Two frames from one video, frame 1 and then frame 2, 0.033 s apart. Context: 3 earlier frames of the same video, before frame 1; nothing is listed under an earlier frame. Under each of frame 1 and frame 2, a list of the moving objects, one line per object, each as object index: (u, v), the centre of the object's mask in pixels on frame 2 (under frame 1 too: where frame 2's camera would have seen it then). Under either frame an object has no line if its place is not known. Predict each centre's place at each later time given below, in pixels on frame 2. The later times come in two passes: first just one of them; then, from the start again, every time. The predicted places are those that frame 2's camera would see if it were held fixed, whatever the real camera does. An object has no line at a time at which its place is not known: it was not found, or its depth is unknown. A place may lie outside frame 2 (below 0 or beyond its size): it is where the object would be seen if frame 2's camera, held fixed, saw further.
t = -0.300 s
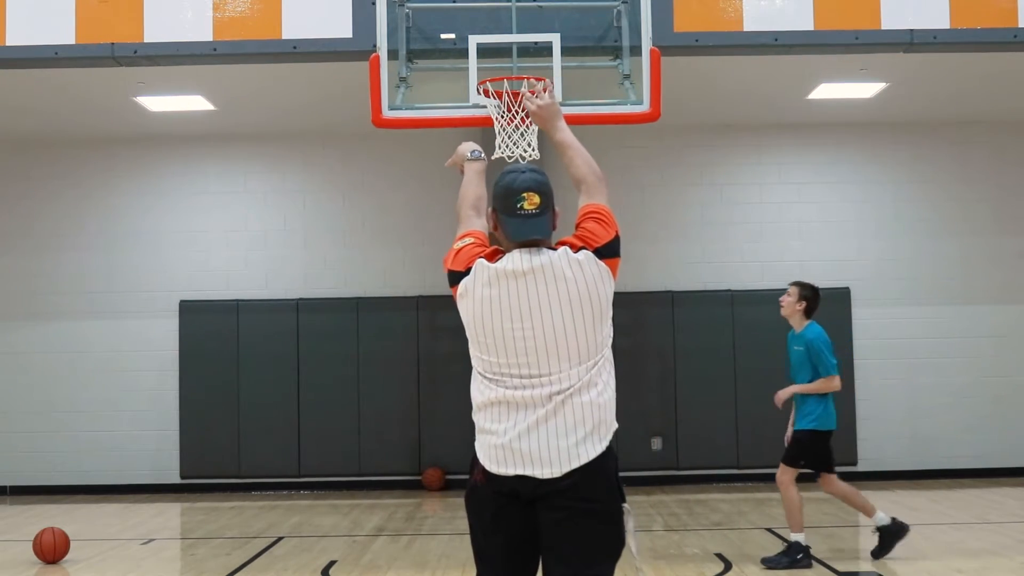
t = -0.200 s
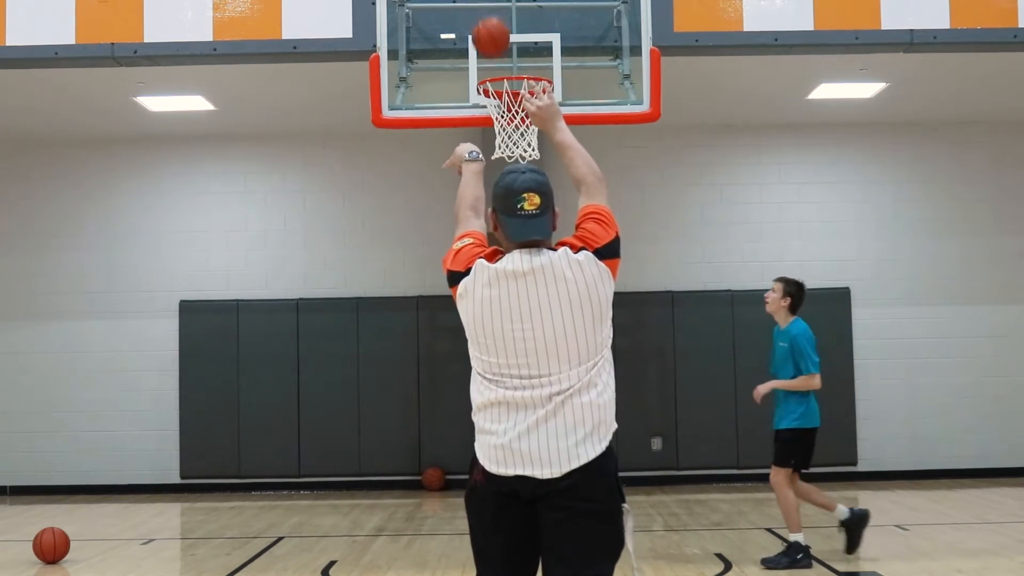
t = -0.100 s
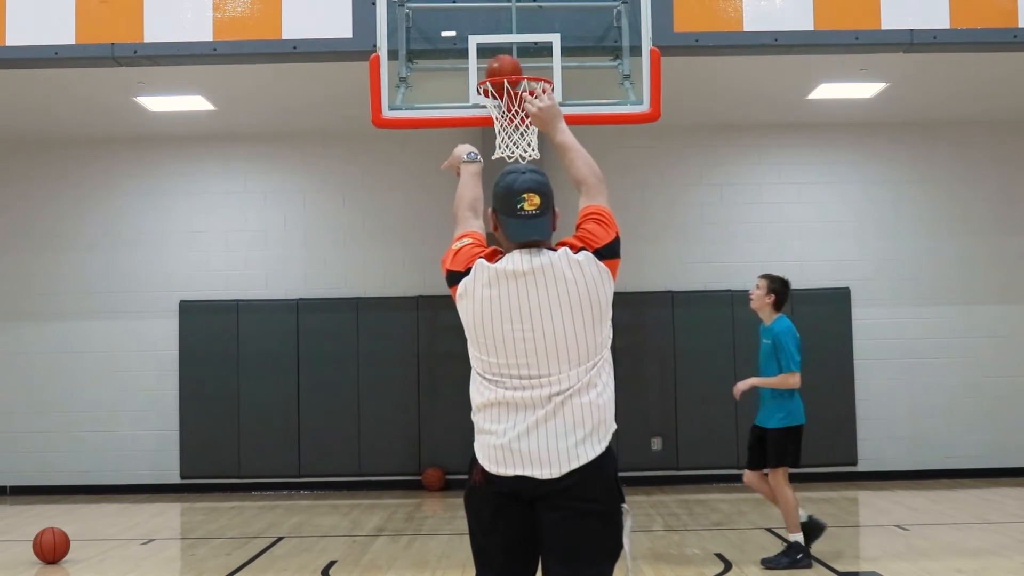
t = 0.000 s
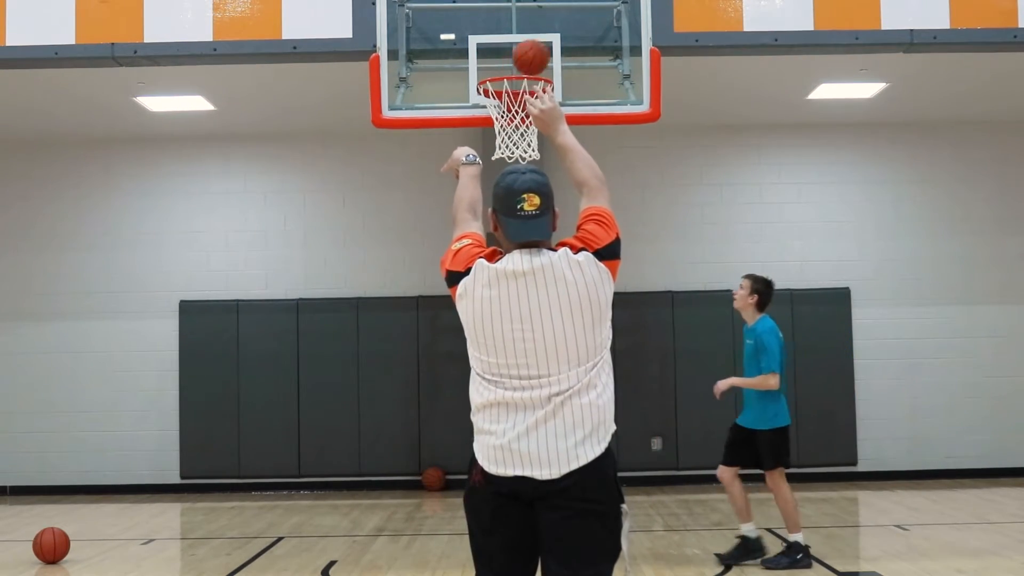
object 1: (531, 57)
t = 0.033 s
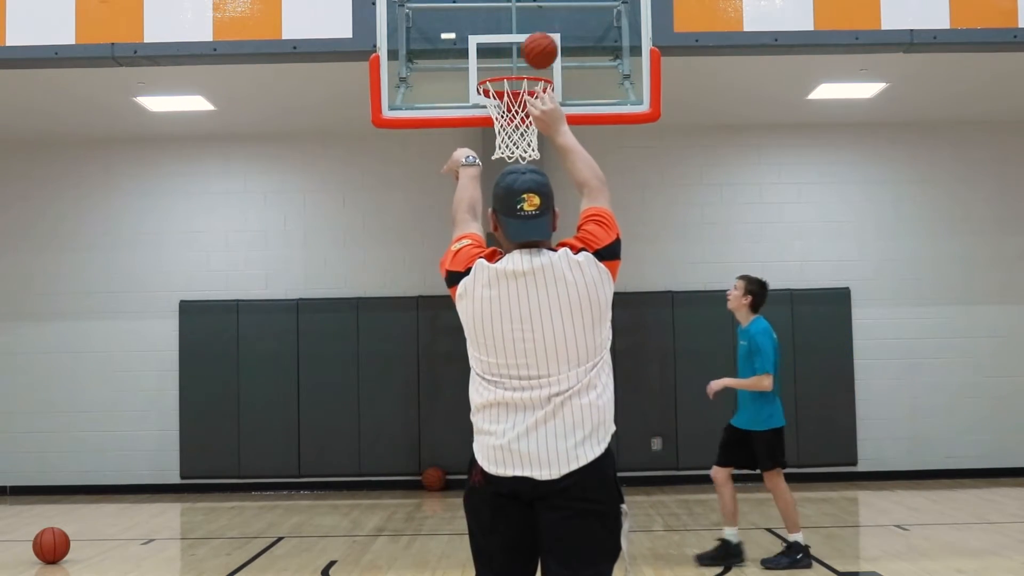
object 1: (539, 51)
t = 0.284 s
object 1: (608, 50)
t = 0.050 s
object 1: (544, 47)
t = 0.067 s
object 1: (549, 45)
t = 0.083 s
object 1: (554, 43)
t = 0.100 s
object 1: (558, 41)
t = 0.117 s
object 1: (562, 40)
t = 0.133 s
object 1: (567, 39)
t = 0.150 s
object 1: (572, 39)
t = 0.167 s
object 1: (577, 38)
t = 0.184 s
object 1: (581, 39)
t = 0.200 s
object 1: (586, 40)
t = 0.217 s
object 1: (590, 41)
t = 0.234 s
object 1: (595, 42)
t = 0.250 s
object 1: (599, 44)
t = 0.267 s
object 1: (604, 47)
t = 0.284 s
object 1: (608, 50)
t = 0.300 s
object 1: (613, 53)
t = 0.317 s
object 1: (617, 54)
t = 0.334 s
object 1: (622, 56)
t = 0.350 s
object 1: (626, 58)
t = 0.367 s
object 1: (630, 60)
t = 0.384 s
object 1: (635, 63)
